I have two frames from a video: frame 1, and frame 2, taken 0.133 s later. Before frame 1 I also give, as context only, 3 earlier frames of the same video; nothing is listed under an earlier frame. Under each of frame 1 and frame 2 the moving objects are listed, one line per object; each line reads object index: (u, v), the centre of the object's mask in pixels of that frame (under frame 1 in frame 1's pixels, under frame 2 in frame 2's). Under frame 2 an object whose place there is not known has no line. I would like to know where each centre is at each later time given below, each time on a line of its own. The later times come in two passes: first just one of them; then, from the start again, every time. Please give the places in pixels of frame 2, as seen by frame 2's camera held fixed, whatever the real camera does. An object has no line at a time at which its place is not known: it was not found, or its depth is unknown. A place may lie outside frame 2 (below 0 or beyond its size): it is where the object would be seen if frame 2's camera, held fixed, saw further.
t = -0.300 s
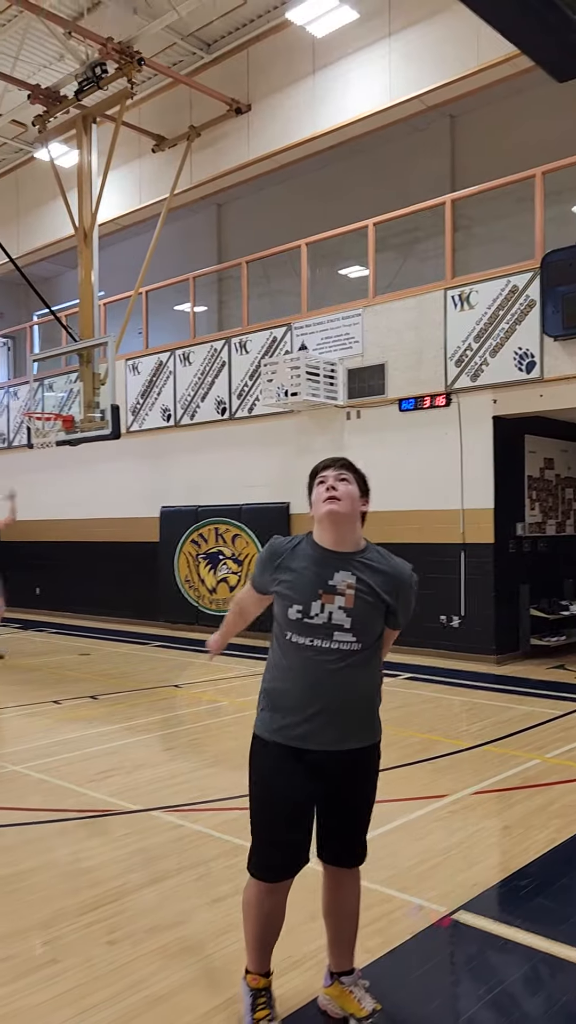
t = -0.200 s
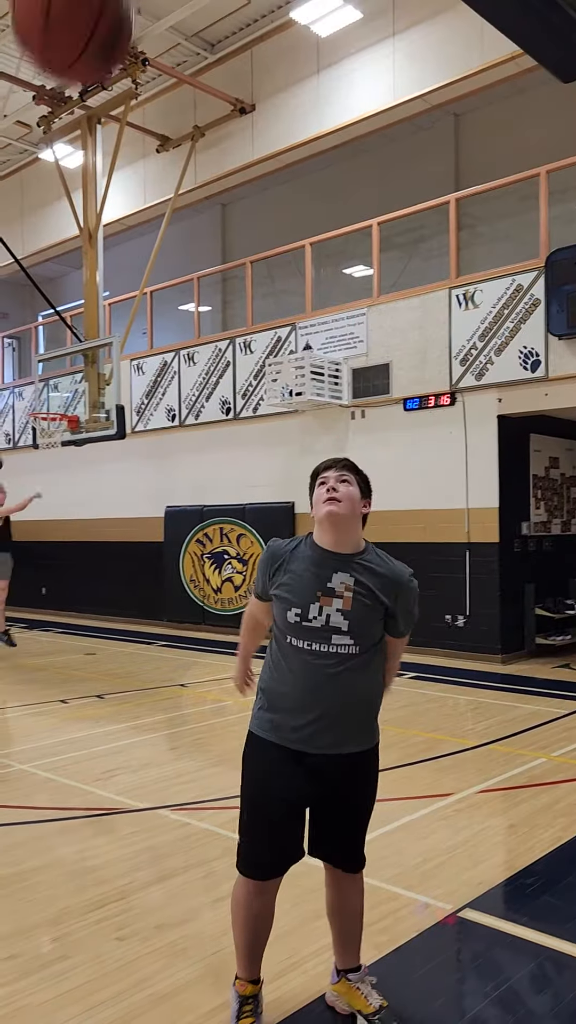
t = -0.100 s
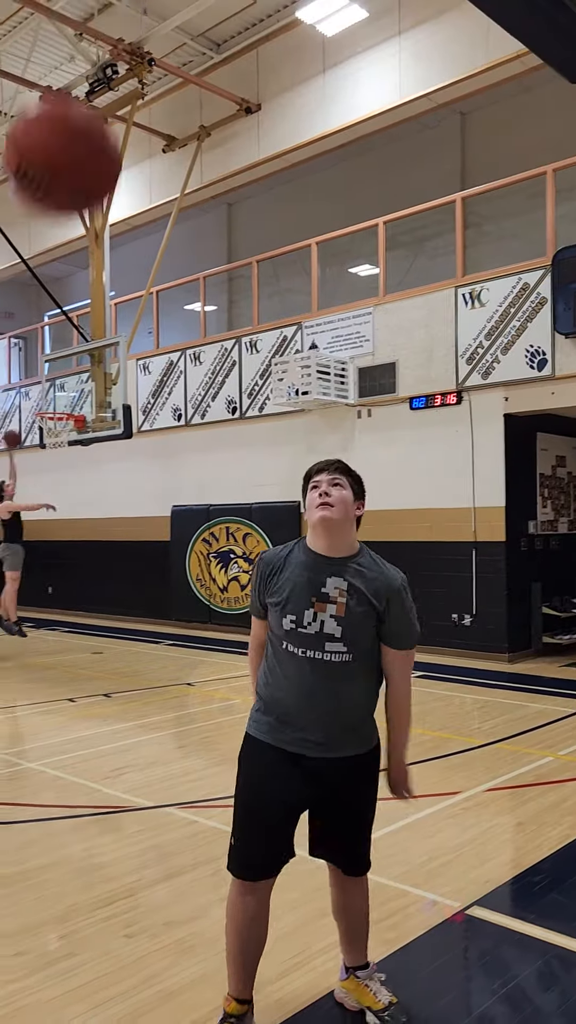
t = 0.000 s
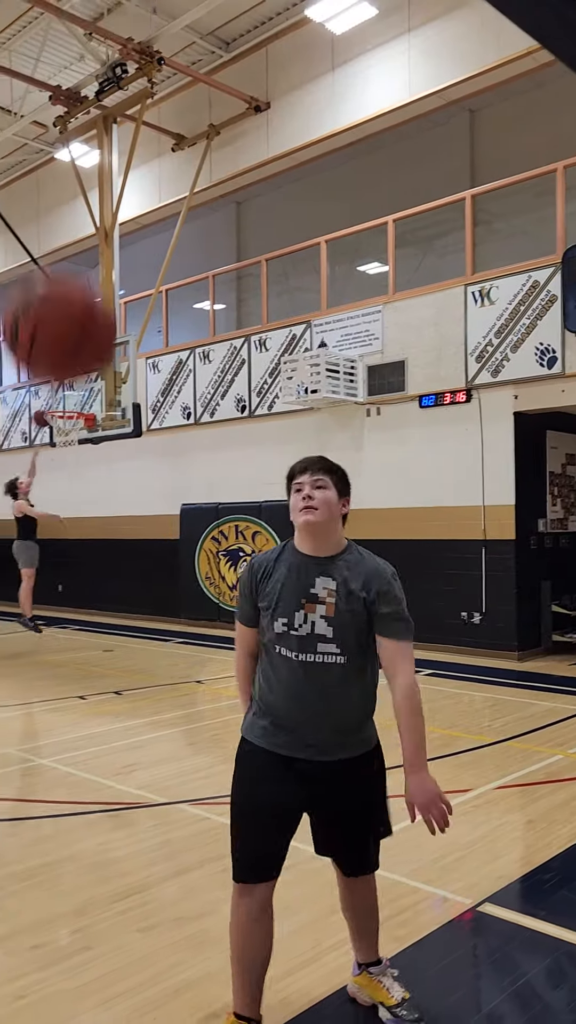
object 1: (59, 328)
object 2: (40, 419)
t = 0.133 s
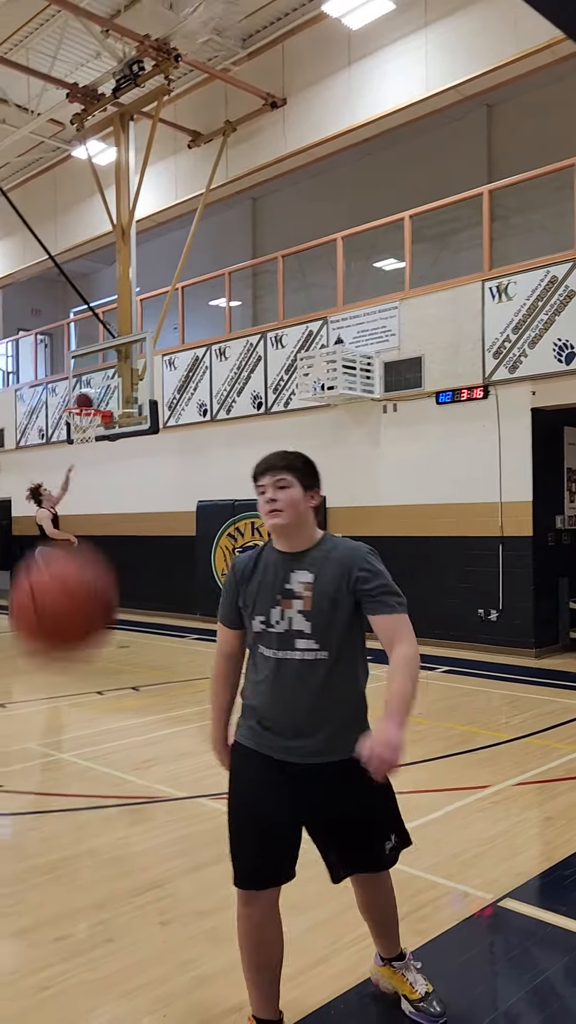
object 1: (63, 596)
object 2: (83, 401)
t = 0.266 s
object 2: (86, 401)
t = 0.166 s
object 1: (59, 679)
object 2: (89, 400)
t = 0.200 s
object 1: (53, 762)
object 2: (88, 400)
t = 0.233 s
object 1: (48, 851)
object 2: (87, 401)
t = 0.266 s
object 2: (86, 401)
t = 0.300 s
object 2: (85, 401)
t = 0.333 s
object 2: (84, 402)
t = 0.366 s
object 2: (83, 403)
